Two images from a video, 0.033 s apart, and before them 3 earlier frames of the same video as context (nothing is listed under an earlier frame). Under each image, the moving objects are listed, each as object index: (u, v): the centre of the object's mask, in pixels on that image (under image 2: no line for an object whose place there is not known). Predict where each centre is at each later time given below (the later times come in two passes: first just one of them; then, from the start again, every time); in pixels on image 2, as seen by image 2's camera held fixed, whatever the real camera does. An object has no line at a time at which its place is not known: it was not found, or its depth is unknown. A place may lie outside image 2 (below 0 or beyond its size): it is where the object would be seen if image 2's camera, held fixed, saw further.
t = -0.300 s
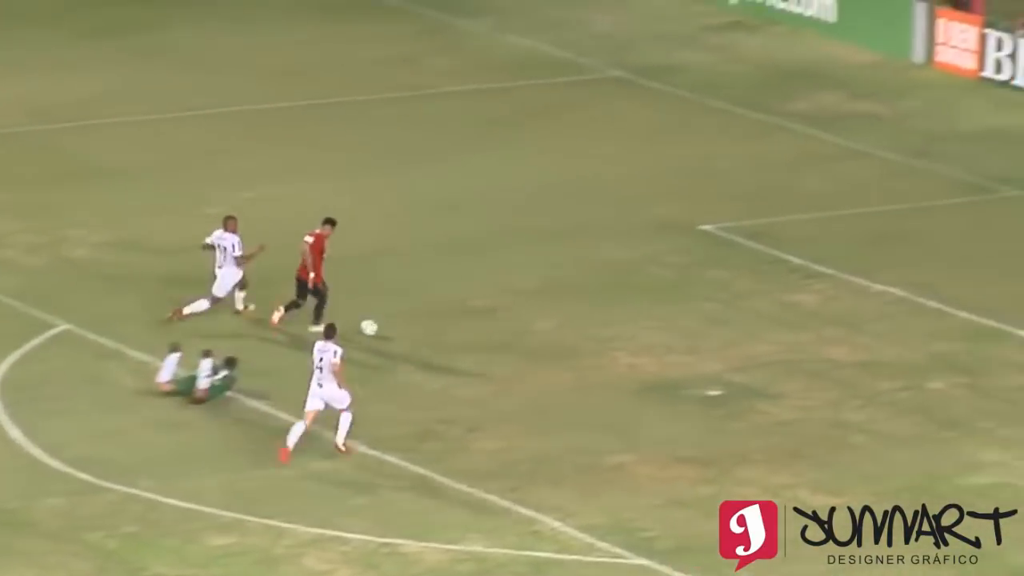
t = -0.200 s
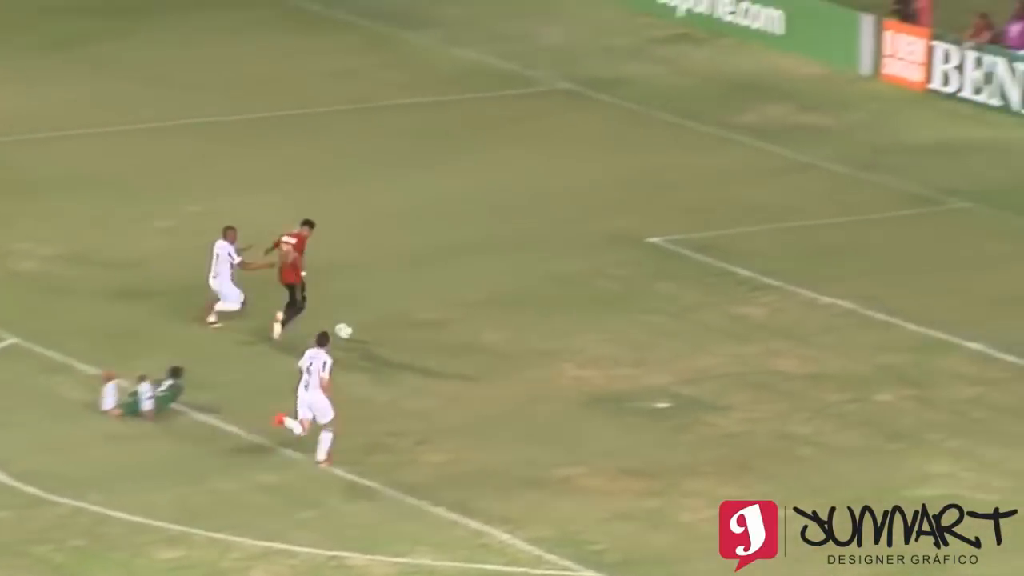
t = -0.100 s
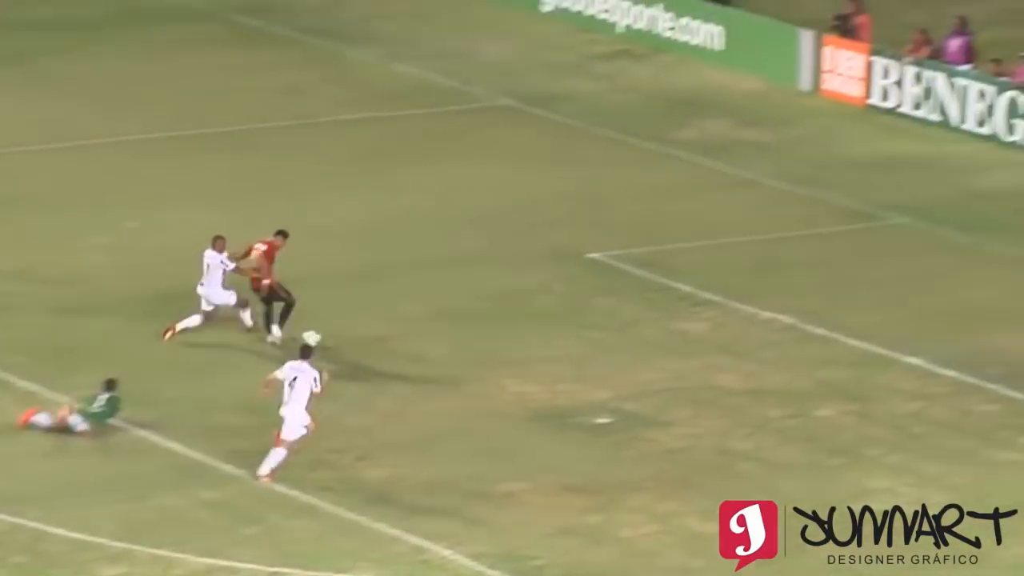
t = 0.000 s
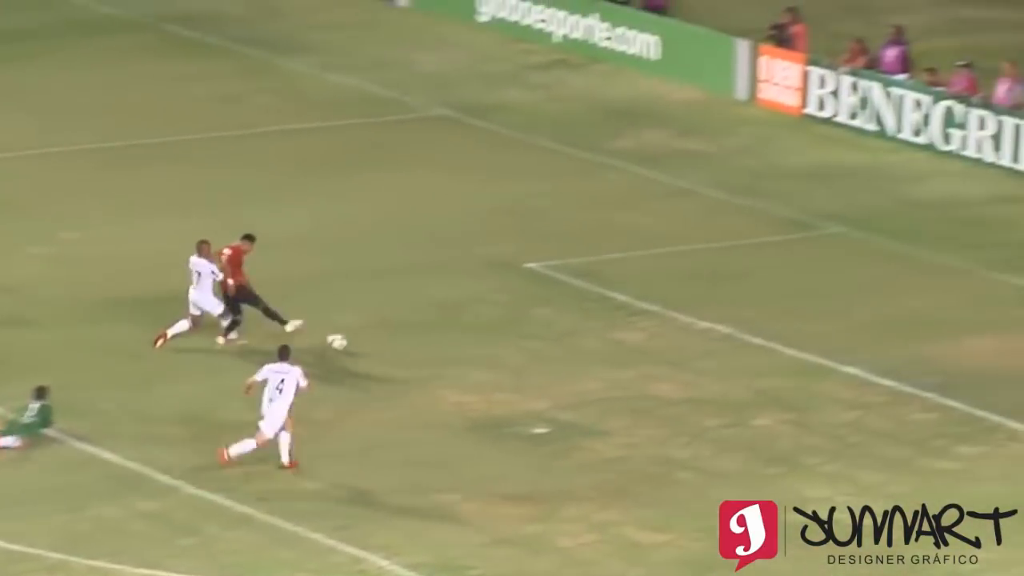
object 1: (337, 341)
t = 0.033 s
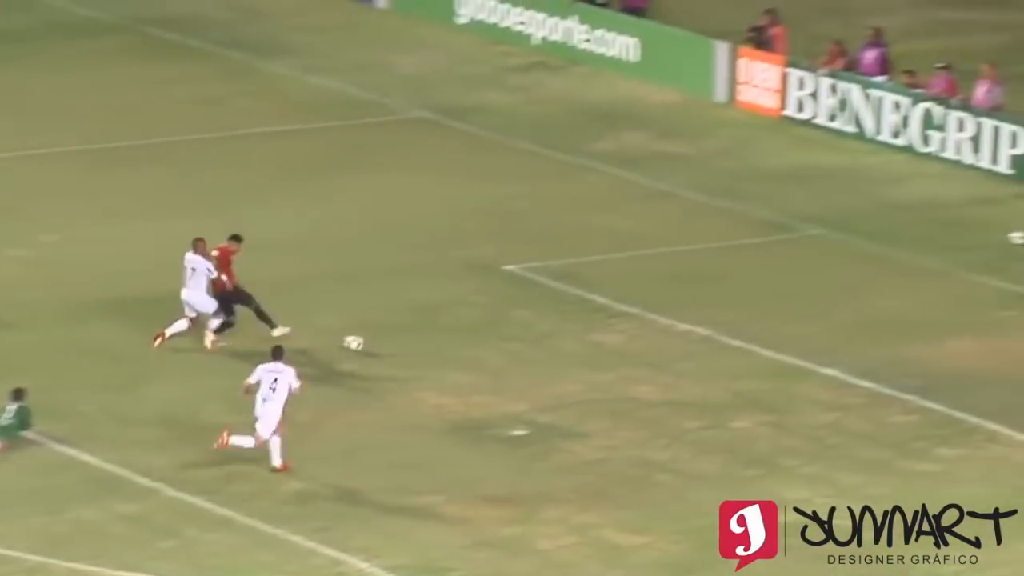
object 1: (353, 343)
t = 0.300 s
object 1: (621, 333)
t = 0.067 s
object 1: (391, 343)
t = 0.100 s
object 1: (427, 341)
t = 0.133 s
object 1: (460, 339)
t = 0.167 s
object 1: (494, 337)
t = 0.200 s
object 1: (527, 336)
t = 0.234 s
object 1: (560, 335)
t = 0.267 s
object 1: (591, 335)
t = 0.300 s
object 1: (621, 333)
